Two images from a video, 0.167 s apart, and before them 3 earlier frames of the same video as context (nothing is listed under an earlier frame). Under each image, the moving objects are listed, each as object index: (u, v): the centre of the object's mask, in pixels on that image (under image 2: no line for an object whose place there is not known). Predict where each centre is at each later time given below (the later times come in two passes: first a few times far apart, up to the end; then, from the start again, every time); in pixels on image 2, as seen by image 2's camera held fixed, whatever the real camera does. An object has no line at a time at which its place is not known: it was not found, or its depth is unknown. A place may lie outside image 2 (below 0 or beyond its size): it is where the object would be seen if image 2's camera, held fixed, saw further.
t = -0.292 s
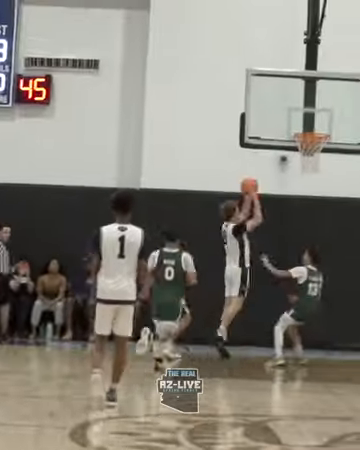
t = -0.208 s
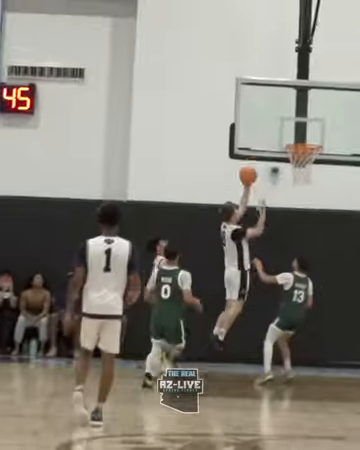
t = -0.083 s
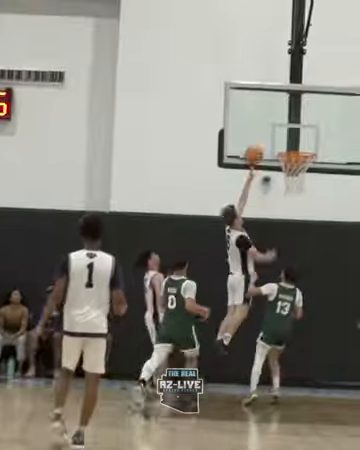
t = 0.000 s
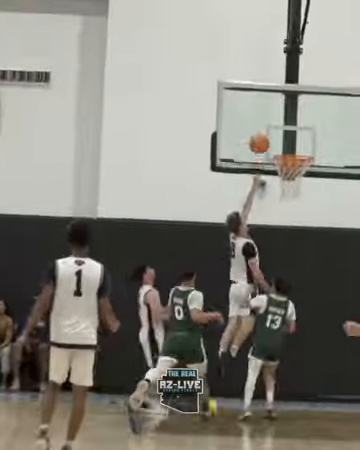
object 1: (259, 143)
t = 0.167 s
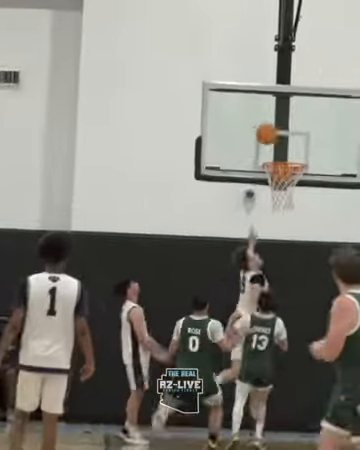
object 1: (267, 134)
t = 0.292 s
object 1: (280, 138)
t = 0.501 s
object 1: (292, 163)
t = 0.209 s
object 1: (271, 134)
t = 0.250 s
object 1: (276, 135)
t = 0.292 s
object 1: (280, 138)
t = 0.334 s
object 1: (284, 141)
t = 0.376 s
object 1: (288, 146)
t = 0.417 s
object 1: (292, 154)
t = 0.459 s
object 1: (296, 161)
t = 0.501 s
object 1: (292, 163)
